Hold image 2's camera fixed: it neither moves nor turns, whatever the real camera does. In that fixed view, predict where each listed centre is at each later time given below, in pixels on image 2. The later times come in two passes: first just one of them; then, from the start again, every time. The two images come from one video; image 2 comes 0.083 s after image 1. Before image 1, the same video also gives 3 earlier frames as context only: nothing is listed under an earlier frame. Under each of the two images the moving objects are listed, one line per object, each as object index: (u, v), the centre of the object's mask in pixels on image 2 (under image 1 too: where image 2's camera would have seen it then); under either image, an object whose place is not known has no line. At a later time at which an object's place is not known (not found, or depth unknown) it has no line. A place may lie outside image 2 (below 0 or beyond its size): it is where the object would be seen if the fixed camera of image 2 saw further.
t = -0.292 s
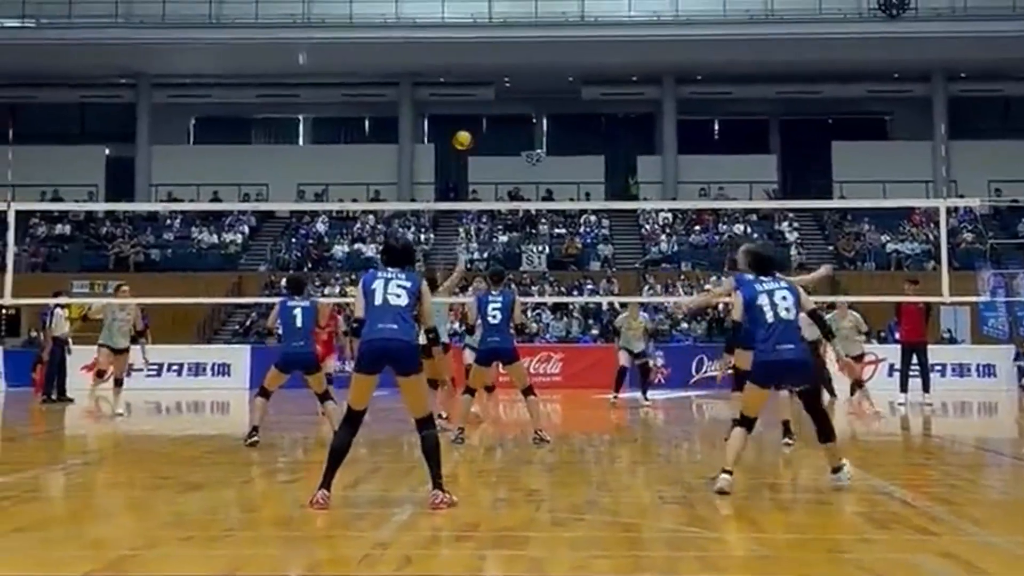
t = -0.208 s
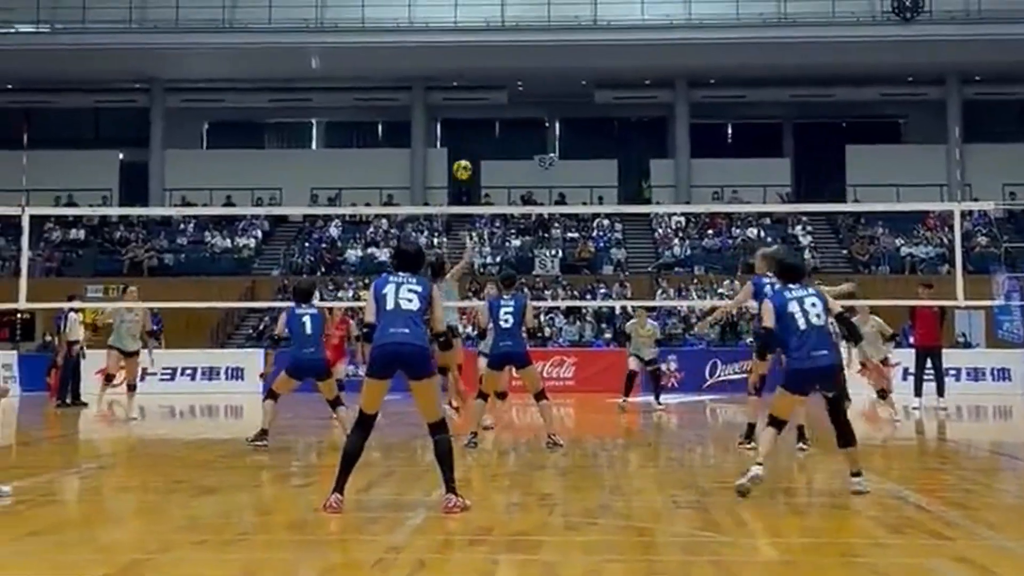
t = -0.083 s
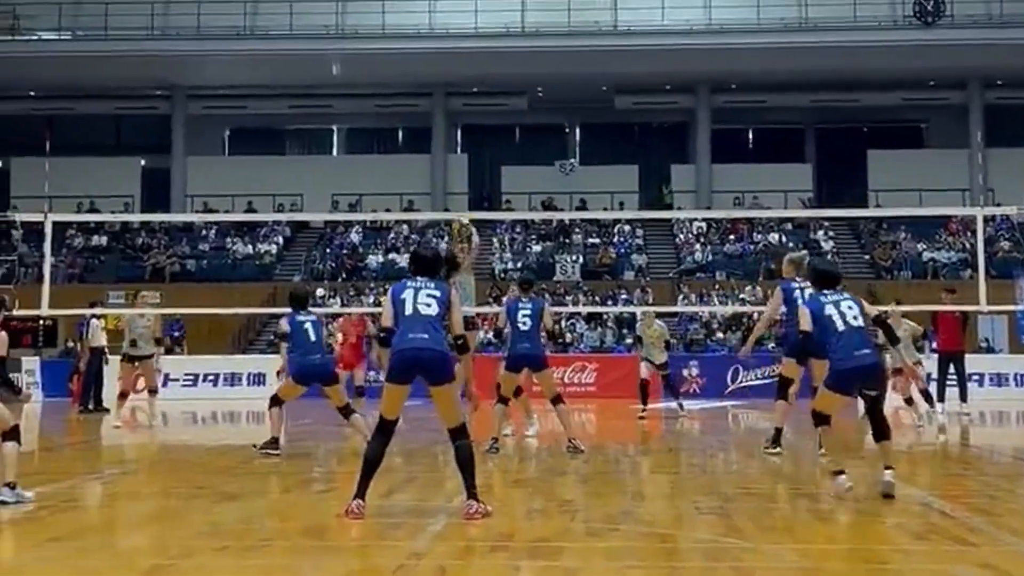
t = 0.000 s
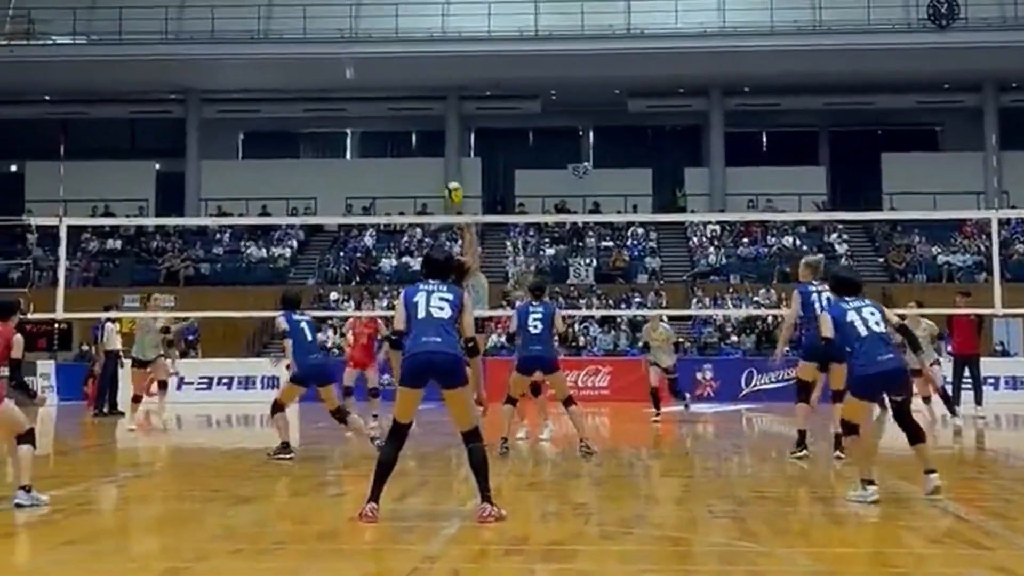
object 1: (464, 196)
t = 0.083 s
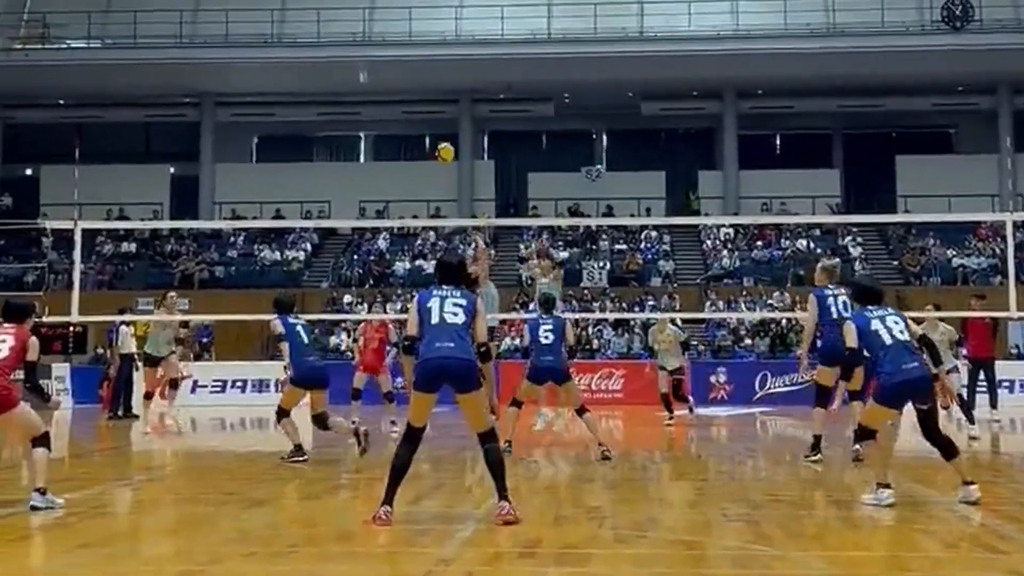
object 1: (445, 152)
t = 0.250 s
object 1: (409, 89)
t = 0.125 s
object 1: (436, 138)
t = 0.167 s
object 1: (425, 117)
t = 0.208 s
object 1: (418, 105)
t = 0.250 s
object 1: (409, 89)
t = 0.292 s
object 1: (403, 79)
